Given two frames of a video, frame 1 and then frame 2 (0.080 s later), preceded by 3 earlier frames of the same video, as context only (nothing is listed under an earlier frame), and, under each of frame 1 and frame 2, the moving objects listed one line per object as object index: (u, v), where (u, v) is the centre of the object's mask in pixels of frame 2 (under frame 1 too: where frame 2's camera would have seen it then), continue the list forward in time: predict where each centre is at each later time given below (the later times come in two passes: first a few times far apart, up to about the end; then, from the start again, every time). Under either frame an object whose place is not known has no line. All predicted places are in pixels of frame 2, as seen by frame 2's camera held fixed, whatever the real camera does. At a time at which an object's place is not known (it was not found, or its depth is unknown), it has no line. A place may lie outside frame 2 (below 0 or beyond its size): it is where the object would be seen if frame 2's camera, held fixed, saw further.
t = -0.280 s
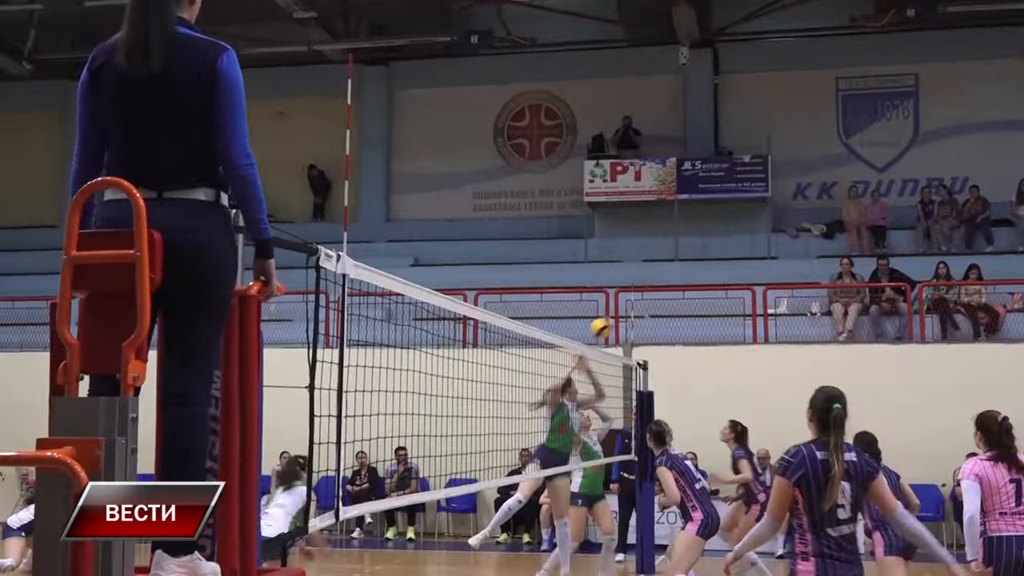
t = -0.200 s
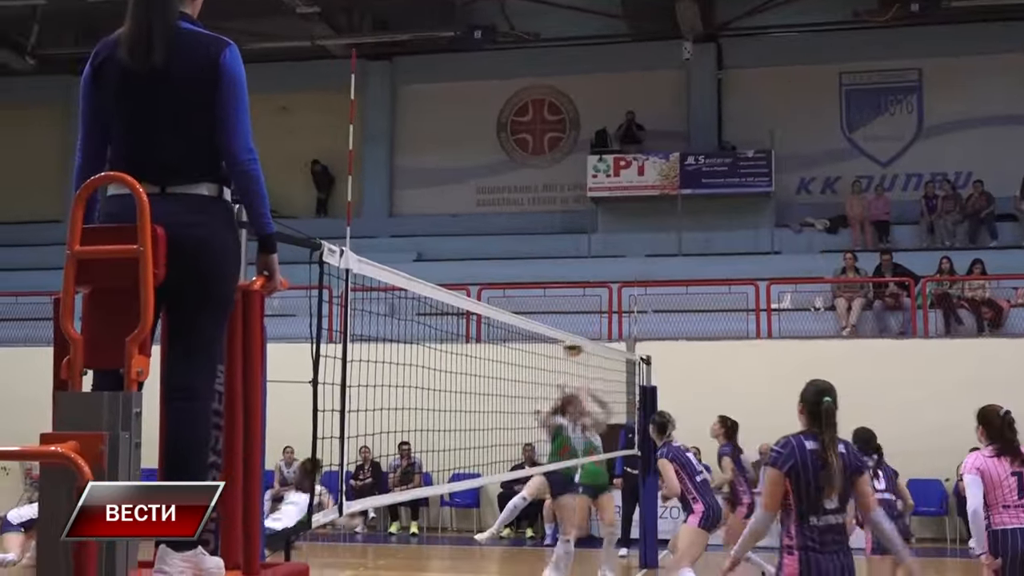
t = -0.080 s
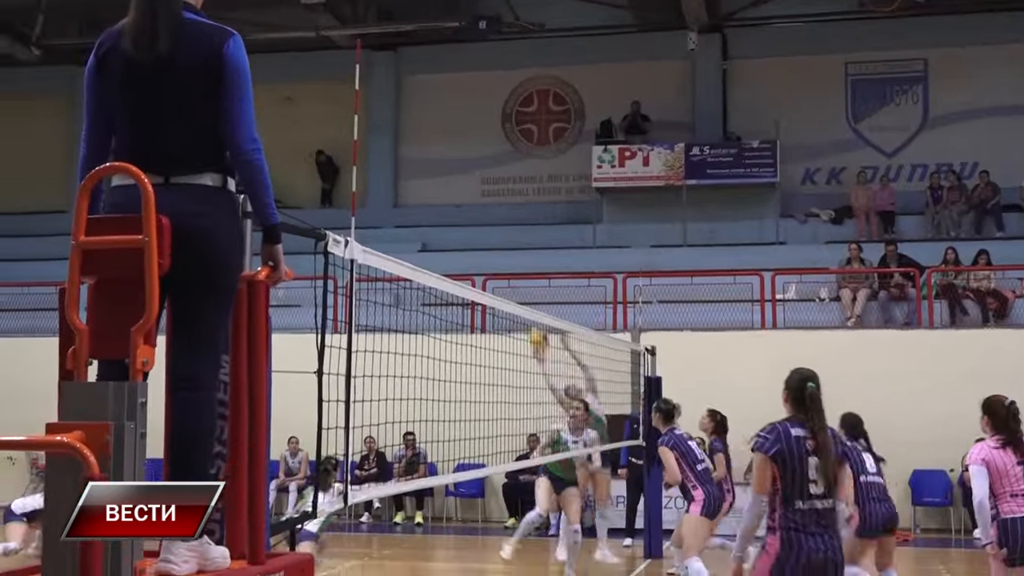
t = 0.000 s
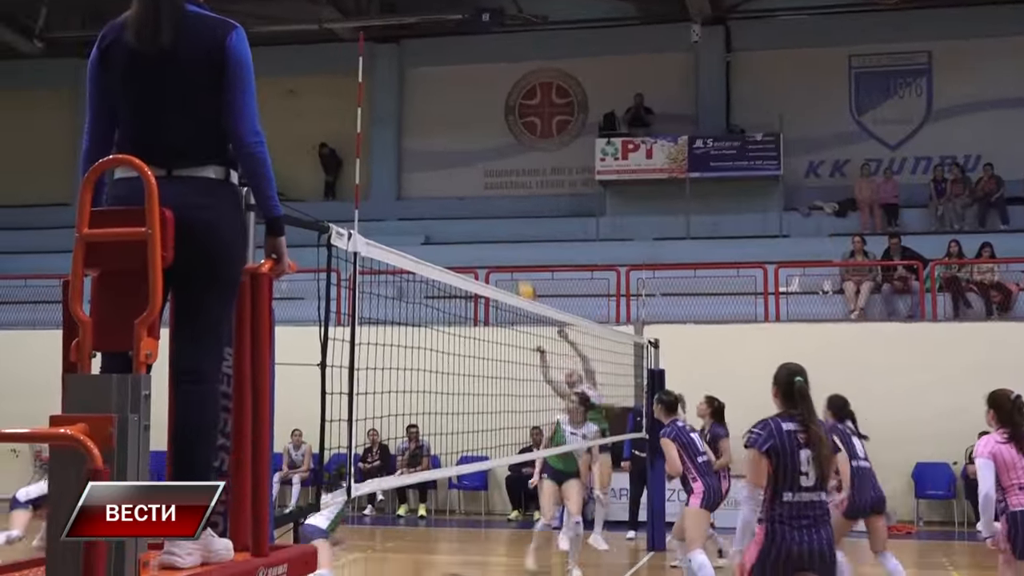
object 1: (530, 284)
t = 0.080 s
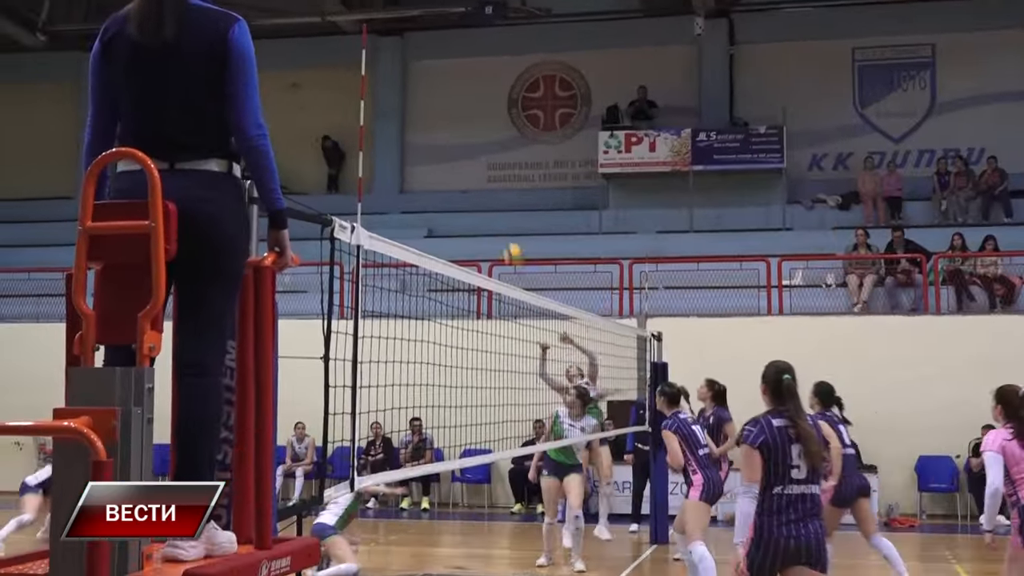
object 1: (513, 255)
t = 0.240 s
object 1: (483, 214)
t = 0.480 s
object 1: (442, 199)
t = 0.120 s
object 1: (505, 242)
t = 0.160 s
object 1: (498, 231)
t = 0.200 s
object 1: (491, 222)
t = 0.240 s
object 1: (483, 214)
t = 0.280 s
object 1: (476, 207)
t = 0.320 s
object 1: (470, 203)
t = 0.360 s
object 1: (462, 200)
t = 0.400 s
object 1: (456, 199)
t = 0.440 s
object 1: (450, 198)
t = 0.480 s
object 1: (442, 199)
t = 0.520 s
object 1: (437, 201)
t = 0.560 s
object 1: (430, 204)
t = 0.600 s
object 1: (423, 208)
